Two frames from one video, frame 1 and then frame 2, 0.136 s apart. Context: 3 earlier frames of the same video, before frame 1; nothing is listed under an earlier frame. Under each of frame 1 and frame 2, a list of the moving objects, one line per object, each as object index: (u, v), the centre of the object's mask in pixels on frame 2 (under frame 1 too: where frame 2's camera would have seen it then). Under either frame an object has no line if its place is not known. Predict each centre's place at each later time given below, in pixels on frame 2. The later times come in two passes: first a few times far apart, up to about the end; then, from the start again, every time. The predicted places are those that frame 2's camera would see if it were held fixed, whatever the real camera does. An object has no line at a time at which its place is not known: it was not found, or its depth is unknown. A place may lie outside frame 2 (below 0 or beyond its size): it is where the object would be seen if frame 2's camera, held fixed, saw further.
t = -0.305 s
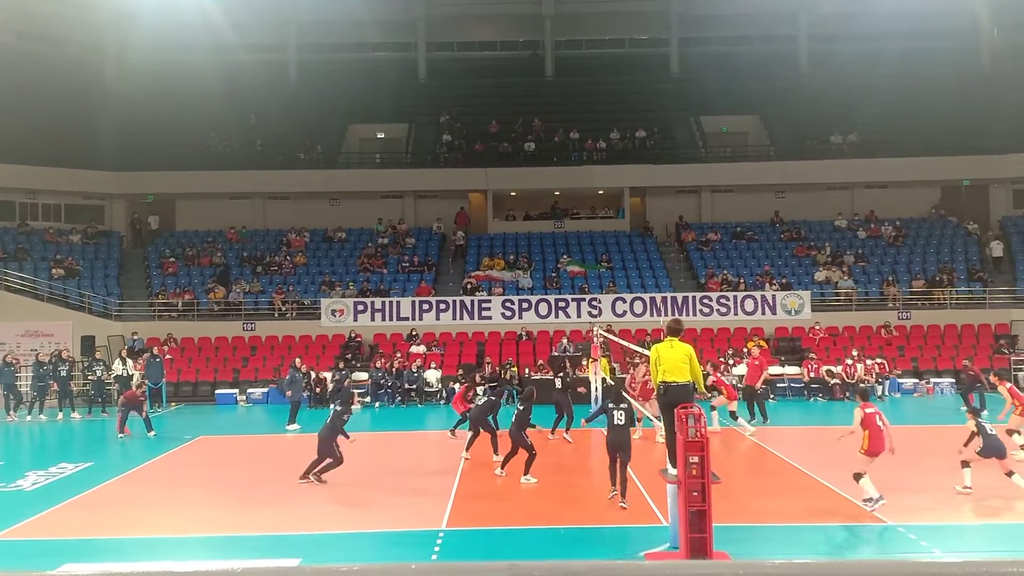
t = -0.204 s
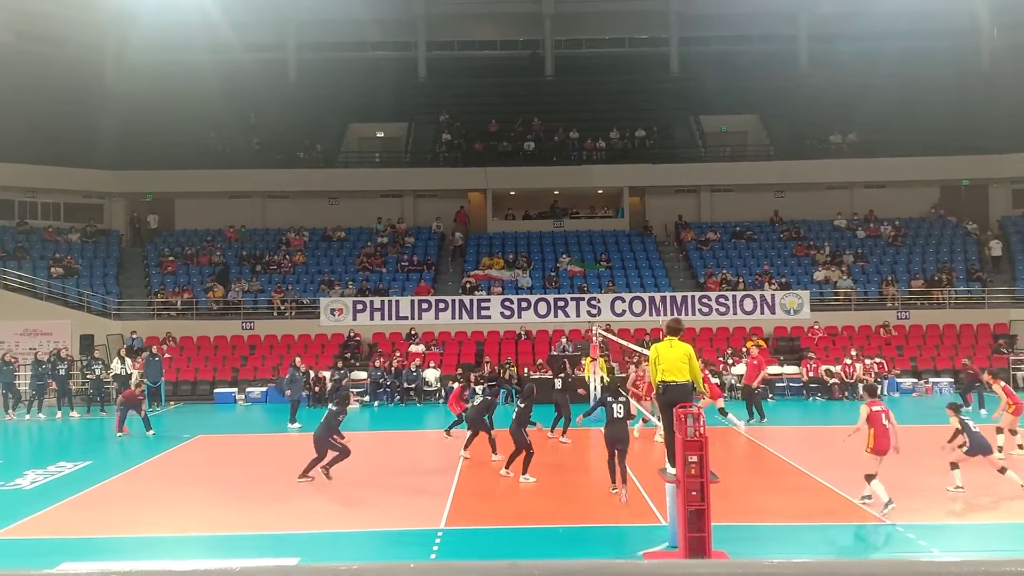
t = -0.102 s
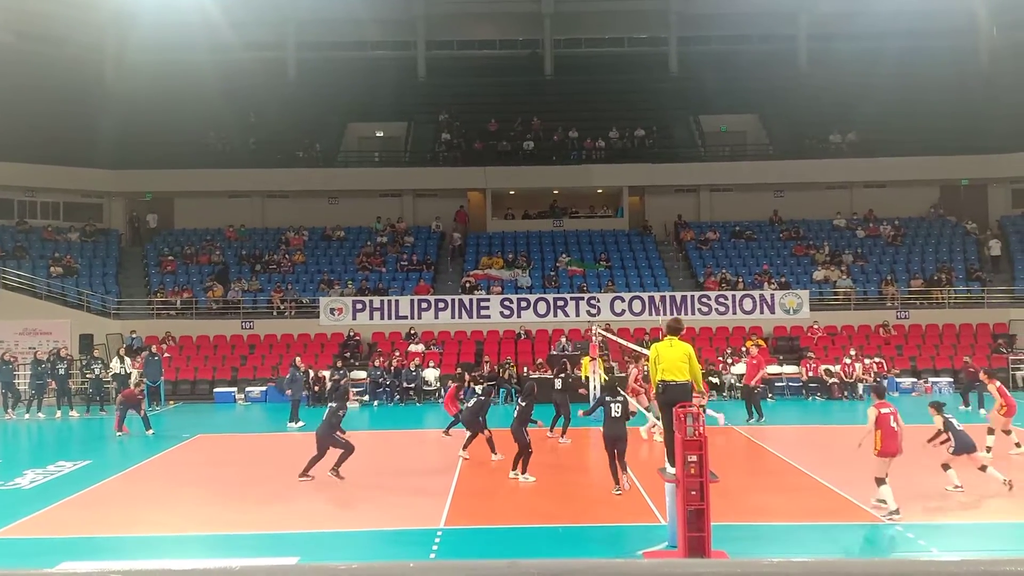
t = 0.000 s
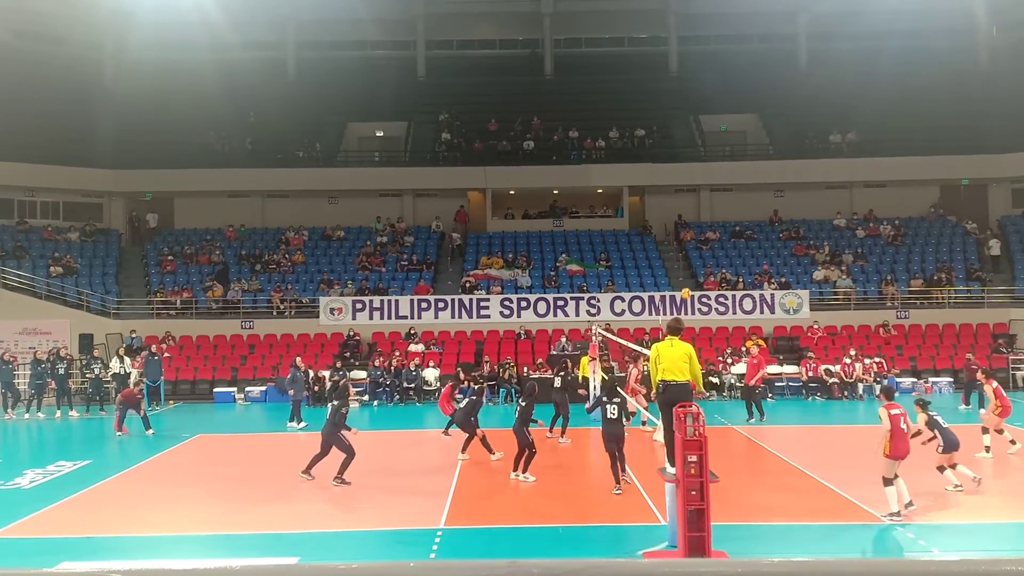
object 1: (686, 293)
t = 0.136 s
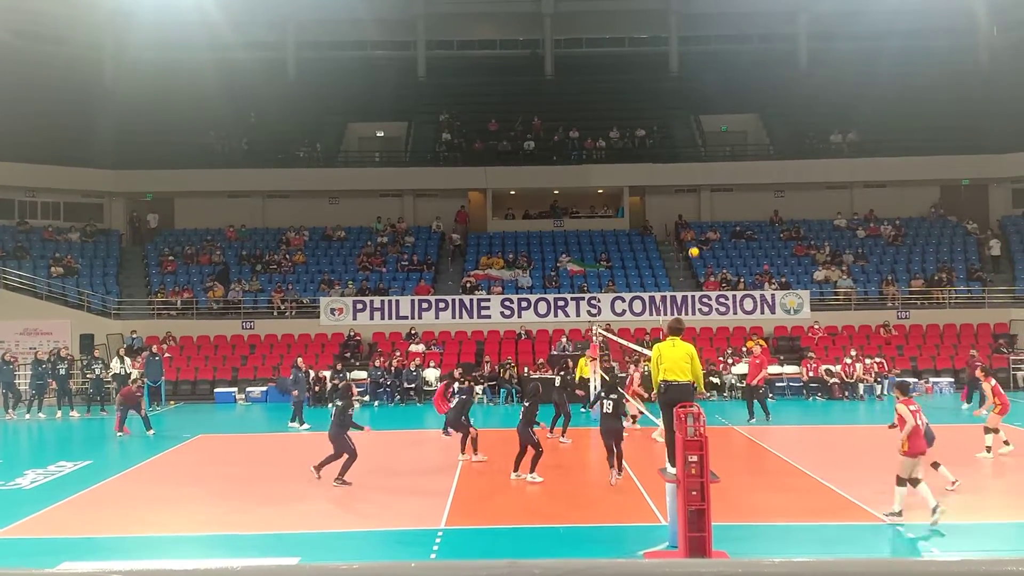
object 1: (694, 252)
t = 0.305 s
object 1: (704, 211)
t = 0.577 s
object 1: (723, 169)
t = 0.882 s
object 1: (747, 163)
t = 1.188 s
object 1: (772, 204)
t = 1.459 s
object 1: (795, 284)
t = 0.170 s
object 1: (696, 243)
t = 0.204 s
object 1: (698, 235)
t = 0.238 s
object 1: (700, 226)
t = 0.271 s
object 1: (702, 219)
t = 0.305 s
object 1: (704, 211)
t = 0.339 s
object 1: (706, 204)
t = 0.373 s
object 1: (708, 198)
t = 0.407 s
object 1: (711, 191)
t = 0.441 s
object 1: (713, 187)
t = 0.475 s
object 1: (715, 181)
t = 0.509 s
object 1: (718, 177)
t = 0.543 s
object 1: (721, 173)
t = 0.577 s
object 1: (723, 169)
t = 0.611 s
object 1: (726, 166)
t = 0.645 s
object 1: (728, 164)
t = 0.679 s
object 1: (731, 162)
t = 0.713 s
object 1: (733, 161)
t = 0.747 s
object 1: (736, 160)
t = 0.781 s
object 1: (739, 160)
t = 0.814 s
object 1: (741, 161)
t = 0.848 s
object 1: (744, 161)
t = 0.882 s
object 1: (747, 163)
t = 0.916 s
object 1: (749, 165)
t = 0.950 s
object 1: (752, 168)
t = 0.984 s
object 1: (755, 171)
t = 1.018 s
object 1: (758, 175)
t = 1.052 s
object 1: (761, 180)
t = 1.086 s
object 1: (763, 185)
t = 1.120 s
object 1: (766, 191)
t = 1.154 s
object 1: (769, 197)
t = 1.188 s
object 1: (772, 204)
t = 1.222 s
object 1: (775, 212)
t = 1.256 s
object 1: (778, 220)
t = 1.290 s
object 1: (781, 230)
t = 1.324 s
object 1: (784, 239)
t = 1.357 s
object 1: (786, 249)
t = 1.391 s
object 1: (789, 260)
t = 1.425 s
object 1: (792, 272)
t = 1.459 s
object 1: (795, 284)
